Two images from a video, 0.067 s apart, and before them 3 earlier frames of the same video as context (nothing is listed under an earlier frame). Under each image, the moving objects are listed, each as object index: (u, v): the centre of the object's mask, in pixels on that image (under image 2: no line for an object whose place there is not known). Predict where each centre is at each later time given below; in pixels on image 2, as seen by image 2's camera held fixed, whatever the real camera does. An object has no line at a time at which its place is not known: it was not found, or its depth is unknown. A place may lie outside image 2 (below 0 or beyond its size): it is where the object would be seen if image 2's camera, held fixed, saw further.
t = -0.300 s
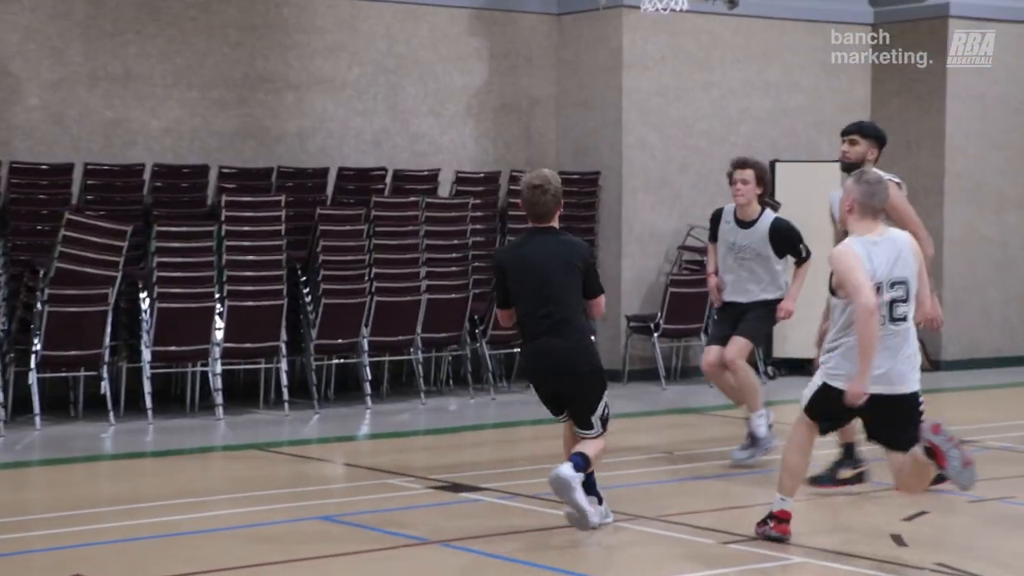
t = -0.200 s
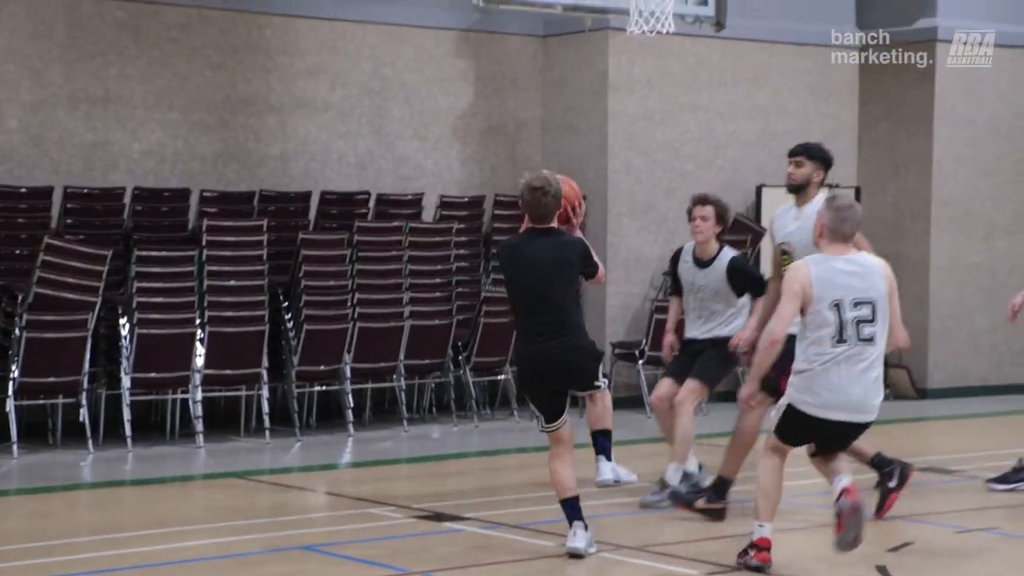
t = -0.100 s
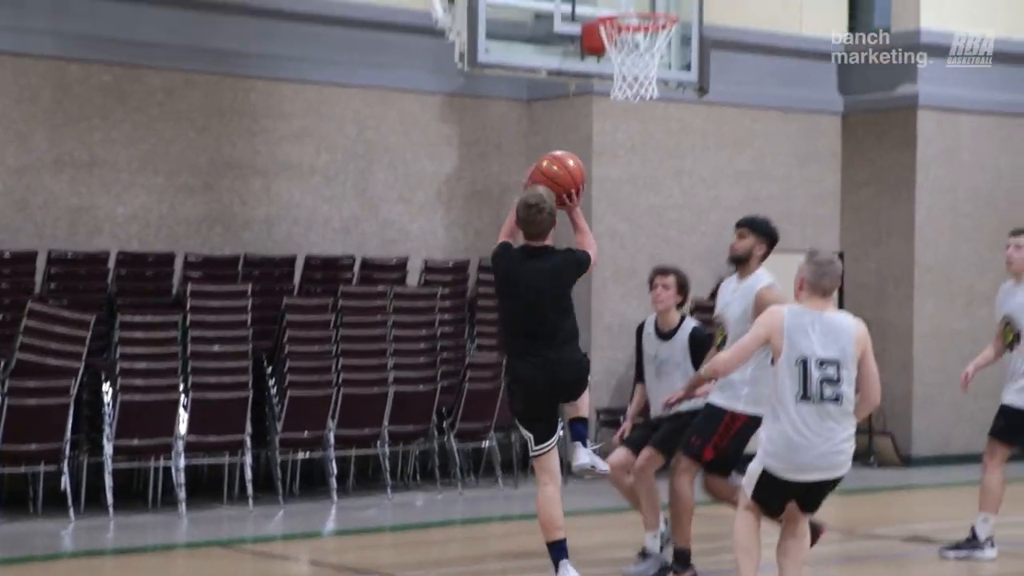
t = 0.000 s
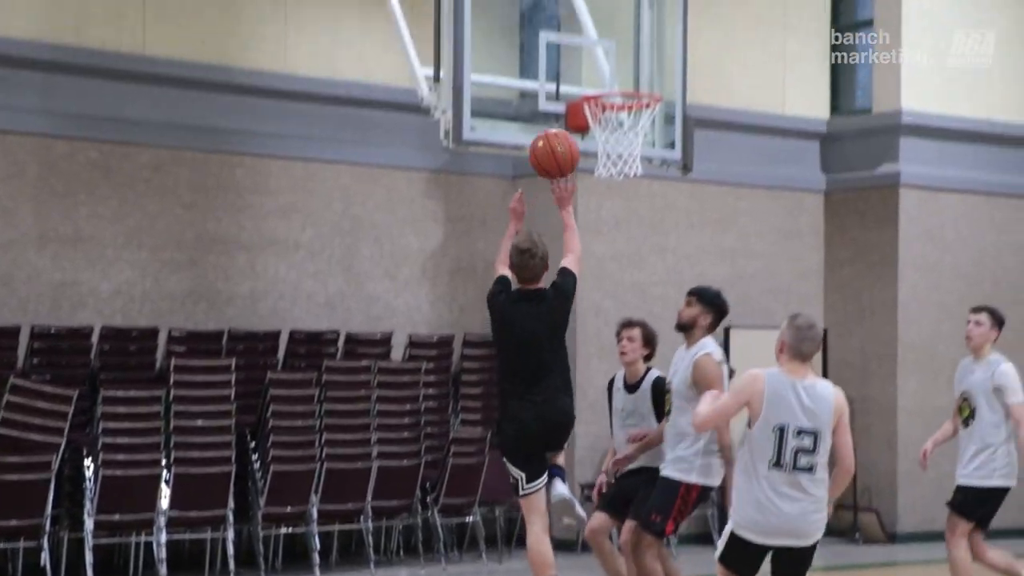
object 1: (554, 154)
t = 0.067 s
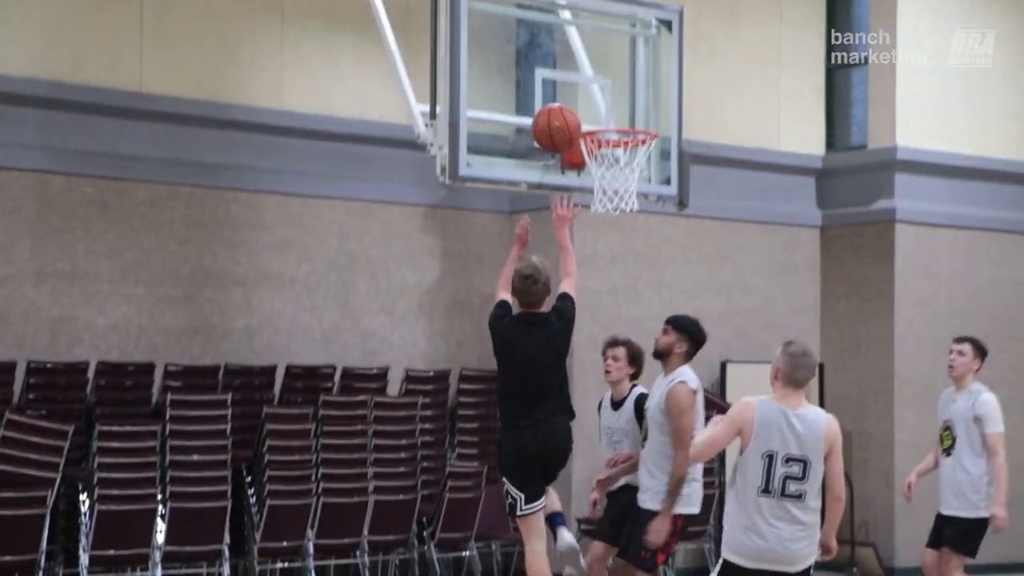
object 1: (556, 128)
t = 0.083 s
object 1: (558, 116)
